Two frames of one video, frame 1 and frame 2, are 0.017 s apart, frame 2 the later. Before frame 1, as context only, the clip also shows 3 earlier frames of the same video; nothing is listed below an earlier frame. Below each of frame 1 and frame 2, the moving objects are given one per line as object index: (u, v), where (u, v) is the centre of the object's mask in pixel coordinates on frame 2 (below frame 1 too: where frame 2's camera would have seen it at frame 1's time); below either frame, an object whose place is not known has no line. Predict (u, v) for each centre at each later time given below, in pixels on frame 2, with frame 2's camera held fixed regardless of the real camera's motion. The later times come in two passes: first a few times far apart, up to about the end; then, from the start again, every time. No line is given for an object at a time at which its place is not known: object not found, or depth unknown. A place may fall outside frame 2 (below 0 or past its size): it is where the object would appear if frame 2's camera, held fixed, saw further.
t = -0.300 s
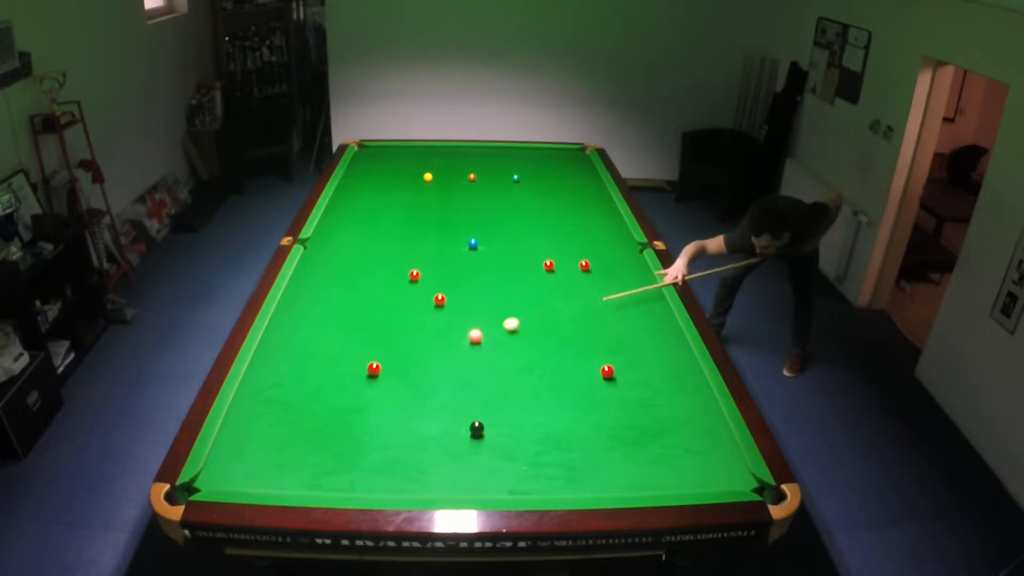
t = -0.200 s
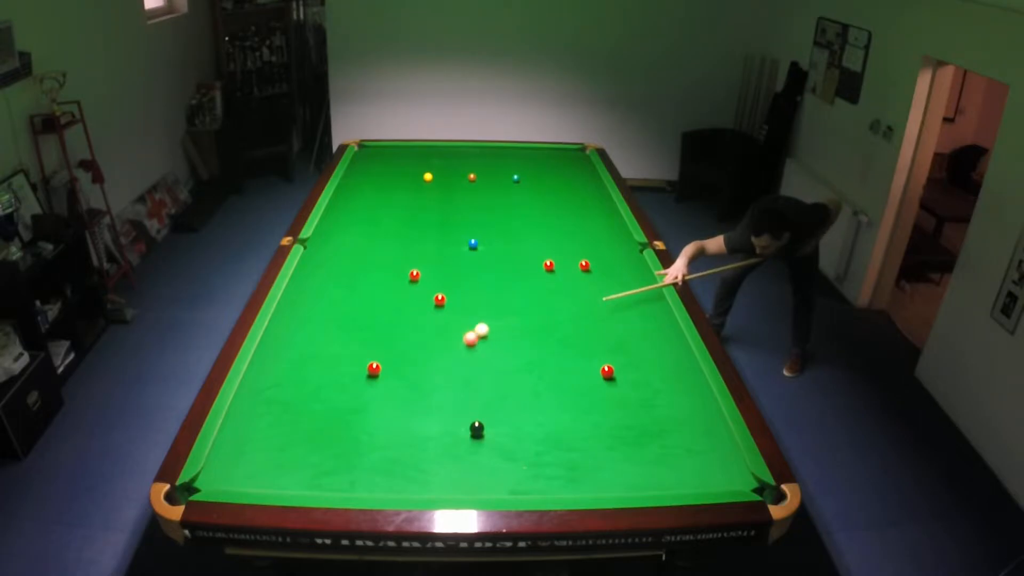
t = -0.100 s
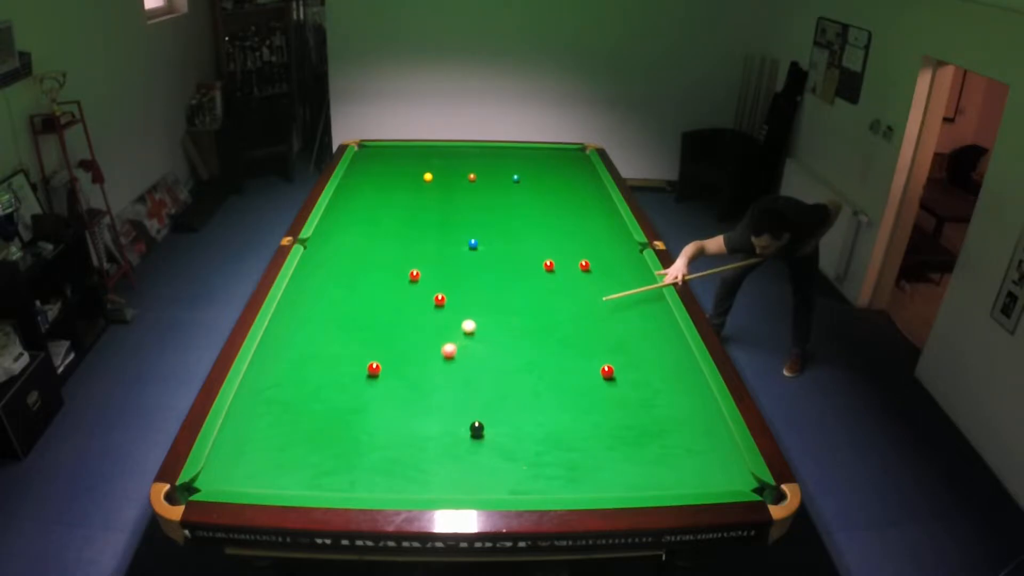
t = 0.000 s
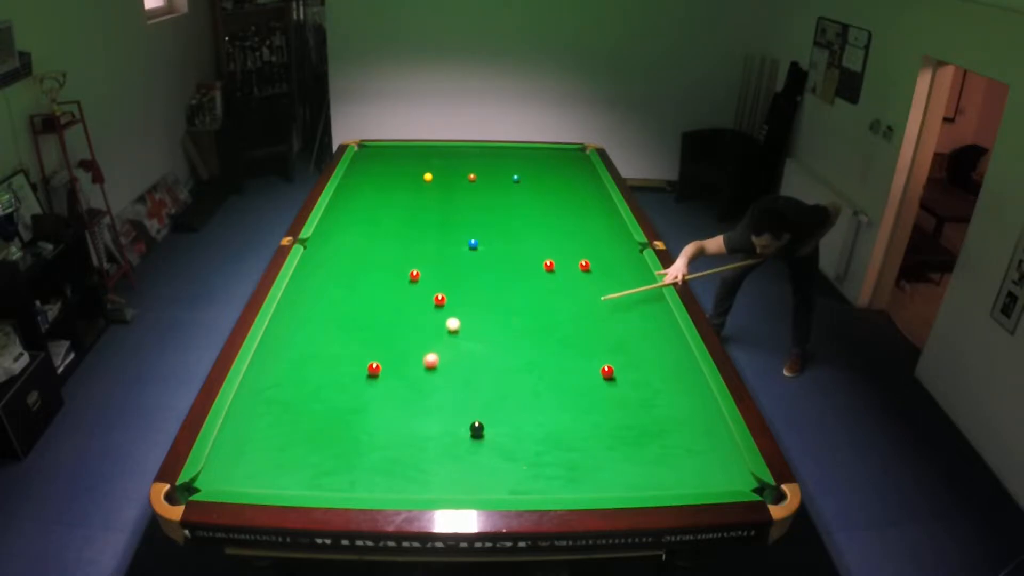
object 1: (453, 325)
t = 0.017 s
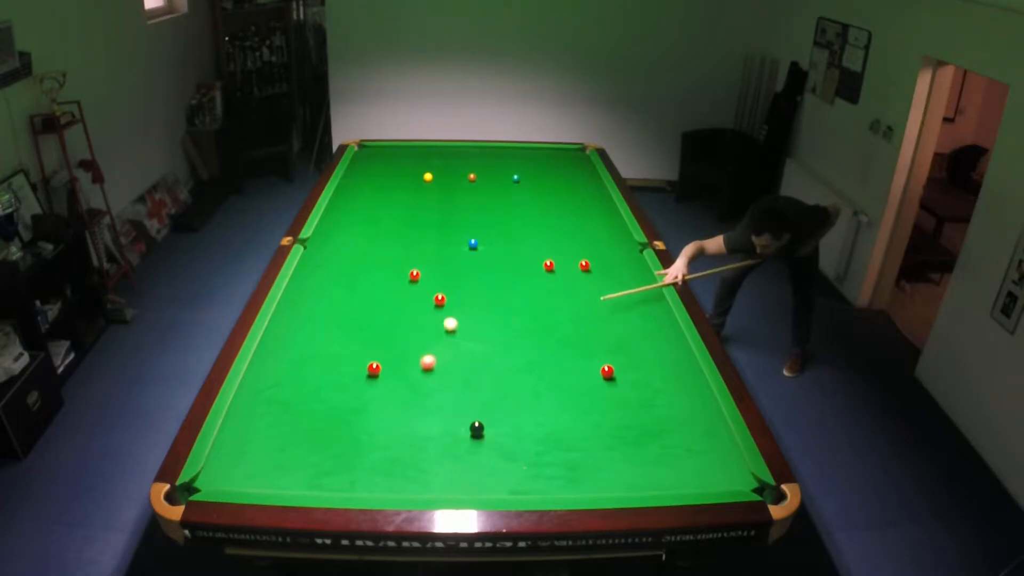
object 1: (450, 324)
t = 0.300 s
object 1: (407, 320)
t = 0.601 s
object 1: (364, 316)
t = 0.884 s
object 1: (327, 312)
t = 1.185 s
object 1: (291, 308)
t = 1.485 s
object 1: (299, 306)
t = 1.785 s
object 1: (322, 304)
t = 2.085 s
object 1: (343, 302)
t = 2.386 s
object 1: (362, 300)
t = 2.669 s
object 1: (378, 298)
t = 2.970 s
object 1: (393, 297)
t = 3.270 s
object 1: (407, 297)
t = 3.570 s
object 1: (418, 296)
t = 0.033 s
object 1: (448, 324)
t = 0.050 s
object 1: (445, 324)
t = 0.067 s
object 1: (442, 324)
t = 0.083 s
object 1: (440, 323)
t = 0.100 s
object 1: (437, 323)
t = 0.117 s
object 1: (435, 323)
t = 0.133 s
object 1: (432, 323)
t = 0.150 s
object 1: (429, 323)
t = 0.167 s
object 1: (427, 322)
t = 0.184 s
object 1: (424, 322)
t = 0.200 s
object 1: (422, 322)
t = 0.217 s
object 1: (419, 322)
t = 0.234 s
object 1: (417, 321)
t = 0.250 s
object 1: (414, 321)
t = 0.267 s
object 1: (412, 321)
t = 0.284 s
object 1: (409, 321)
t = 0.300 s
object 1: (407, 320)
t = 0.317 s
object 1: (404, 320)
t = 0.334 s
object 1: (402, 320)
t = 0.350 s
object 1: (400, 319)
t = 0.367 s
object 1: (397, 319)
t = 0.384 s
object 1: (394, 319)
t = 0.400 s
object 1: (392, 318)
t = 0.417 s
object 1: (390, 318)
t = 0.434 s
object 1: (387, 318)
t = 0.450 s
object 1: (385, 318)
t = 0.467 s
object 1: (383, 318)
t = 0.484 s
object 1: (380, 317)
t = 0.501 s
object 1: (378, 317)
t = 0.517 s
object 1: (376, 317)
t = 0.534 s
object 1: (373, 317)
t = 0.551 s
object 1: (371, 316)
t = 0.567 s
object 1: (369, 316)
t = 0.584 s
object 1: (366, 316)
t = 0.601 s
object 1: (364, 316)
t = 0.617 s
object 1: (362, 316)
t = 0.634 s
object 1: (360, 315)
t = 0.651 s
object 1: (357, 315)
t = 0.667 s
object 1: (355, 315)
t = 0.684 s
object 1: (353, 315)
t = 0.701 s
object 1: (351, 315)
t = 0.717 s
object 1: (349, 314)
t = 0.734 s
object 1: (346, 314)
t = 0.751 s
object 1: (344, 314)
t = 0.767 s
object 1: (342, 313)
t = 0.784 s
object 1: (340, 313)
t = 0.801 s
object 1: (338, 313)
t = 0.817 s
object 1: (336, 313)
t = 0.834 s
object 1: (333, 313)
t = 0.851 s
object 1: (331, 312)
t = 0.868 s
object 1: (329, 312)
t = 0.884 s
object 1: (327, 312)
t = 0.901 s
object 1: (325, 312)
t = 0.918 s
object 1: (323, 312)
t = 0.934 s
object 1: (321, 311)
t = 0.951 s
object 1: (319, 311)
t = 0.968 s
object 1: (317, 311)
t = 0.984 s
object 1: (315, 311)
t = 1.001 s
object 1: (313, 311)
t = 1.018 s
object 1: (311, 310)
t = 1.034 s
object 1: (309, 310)
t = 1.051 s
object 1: (307, 310)
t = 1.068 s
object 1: (305, 310)
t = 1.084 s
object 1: (303, 310)
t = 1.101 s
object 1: (301, 309)
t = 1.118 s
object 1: (299, 309)
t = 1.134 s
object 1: (297, 309)
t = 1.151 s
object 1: (295, 309)
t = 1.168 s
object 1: (293, 309)
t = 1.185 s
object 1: (291, 308)
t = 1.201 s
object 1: (289, 308)
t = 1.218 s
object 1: (288, 308)
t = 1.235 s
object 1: (286, 308)
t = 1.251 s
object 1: (284, 307)
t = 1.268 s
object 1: (282, 307)
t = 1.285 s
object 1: (282, 307)
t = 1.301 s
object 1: (283, 307)
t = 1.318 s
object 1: (285, 307)
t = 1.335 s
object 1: (287, 307)
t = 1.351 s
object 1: (288, 307)
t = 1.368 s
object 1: (289, 307)
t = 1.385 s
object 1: (291, 307)
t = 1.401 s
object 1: (292, 306)
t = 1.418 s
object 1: (293, 306)
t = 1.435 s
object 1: (295, 306)
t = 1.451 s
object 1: (296, 306)
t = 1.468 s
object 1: (298, 306)
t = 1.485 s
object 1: (299, 306)
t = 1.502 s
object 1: (300, 306)
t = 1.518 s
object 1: (302, 306)
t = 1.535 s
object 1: (303, 305)
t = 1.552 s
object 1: (304, 305)
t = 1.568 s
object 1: (306, 305)
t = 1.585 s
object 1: (307, 305)
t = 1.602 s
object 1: (308, 305)
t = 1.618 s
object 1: (309, 305)
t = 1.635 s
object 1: (311, 305)
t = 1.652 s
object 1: (312, 304)
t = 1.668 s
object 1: (313, 304)
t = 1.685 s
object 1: (315, 304)
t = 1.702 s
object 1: (316, 304)
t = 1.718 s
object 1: (317, 304)
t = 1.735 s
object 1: (318, 304)
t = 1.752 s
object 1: (319, 304)
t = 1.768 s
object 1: (321, 304)
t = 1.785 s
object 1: (322, 304)
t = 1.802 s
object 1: (323, 303)
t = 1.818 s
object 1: (324, 303)
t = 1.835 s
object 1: (326, 303)
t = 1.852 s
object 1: (327, 303)
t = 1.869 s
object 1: (328, 303)
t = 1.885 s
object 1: (329, 303)
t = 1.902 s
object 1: (330, 303)
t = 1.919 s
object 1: (331, 303)
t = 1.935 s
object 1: (333, 303)
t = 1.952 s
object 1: (334, 303)
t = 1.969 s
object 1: (335, 302)
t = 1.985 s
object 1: (336, 302)
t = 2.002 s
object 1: (337, 302)
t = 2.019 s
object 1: (338, 302)
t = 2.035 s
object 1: (340, 302)
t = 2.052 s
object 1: (341, 302)
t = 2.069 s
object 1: (342, 302)
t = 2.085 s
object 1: (343, 302)
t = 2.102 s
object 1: (344, 302)
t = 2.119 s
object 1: (345, 302)
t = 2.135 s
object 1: (346, 302)
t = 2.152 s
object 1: (347, 302)
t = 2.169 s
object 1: (348, 301)
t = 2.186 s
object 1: (349, 301)
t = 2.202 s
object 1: (351, 301)
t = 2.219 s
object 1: (352, 301)
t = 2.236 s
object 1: (353, 301)
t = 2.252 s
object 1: (354, 301)
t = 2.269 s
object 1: (355, 301)
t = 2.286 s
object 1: (356, 301)
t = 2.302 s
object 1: (357, 301)
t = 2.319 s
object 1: (358, 300)
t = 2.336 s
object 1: (359, 300)
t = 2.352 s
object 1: (360, 300)
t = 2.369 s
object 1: (361, 300)
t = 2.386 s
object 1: (362, 300)
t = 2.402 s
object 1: (363, 300)
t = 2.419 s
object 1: (364, 300)
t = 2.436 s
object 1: (365, 300)
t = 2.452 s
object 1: (366, 300)
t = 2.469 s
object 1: (367, 300)
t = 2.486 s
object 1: (368, 299)
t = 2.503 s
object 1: (369, 299)
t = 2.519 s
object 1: (370, 299)
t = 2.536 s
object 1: (371, 299)
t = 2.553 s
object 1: (372, 299)
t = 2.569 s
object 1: (373, 299)
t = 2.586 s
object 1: (373, 299)
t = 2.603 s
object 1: (374, 299)
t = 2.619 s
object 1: (375, 299)
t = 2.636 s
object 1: (376, 299)
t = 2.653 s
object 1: (377, 299)
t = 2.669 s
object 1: (378, 298)
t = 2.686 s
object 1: (379, 298)
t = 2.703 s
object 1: (380, 298)
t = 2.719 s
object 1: (381, 298)
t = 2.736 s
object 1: (382, 298)
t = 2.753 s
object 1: (383, 298)
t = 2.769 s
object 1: (383, 298)
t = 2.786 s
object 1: (384, 298)
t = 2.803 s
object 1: (385, 298)
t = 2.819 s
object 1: (386, 298)
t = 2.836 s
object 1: (387, 298)
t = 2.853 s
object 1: (388, 298)
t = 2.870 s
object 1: (388, 298)
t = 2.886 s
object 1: (389, 298)
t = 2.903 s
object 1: (390, 298)
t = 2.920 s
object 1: (391, 298)
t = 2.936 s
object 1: (392, 298)
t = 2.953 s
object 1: (393, 297)
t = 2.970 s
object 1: (393, 297)
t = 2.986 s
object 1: (394, 297)
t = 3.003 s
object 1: (395, 297)
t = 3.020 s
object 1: (396, 297)
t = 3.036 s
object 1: (396, 297)
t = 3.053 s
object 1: (397, 297)
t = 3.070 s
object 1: (398, 297)
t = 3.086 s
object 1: (399, 297)
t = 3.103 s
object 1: (399, 297)
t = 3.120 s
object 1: (400, 297)
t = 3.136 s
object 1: (401, 297)
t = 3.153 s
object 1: (402, 297)
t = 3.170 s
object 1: (402, 297)
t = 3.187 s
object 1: (403, 297)
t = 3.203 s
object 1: (404, 297)
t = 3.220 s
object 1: (404, 297)
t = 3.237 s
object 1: (405, 297)
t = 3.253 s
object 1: (406, 297)
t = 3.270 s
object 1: (407, 297)
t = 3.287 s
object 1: (407, 297)
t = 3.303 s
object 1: (408, 297)
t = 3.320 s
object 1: (409, 297)
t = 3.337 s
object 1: (409, 296)
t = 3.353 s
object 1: (410, 296)
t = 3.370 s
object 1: (411, 296)
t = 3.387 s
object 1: (411, 296)
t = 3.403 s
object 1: (412, 296)
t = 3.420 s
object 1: (413, 296)
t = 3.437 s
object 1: (413, 296)
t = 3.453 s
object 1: (414, 296)
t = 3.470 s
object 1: (414, 296)
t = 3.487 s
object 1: (415, 296)
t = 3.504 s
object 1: (416, 296)
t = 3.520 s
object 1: (416, 296)
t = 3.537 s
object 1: (417, 296)
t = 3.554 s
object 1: (417, 296)
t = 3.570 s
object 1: (418, 296)
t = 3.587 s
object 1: (419, 296)
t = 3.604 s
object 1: (419, 296)
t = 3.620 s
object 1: (420, 296)
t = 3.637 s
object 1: (420, 296)
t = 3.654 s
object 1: (421, 296)
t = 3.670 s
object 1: (421, 296)
